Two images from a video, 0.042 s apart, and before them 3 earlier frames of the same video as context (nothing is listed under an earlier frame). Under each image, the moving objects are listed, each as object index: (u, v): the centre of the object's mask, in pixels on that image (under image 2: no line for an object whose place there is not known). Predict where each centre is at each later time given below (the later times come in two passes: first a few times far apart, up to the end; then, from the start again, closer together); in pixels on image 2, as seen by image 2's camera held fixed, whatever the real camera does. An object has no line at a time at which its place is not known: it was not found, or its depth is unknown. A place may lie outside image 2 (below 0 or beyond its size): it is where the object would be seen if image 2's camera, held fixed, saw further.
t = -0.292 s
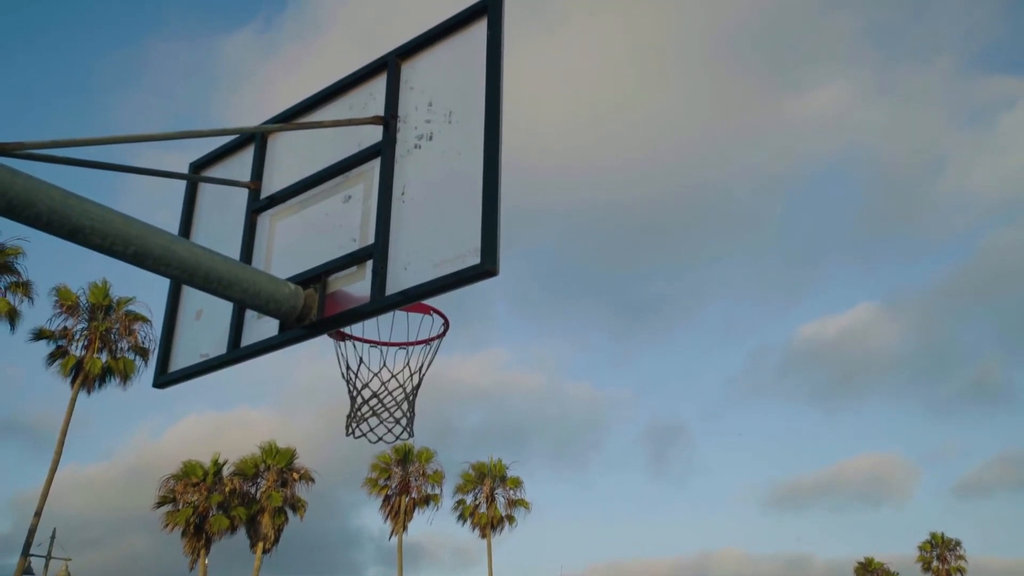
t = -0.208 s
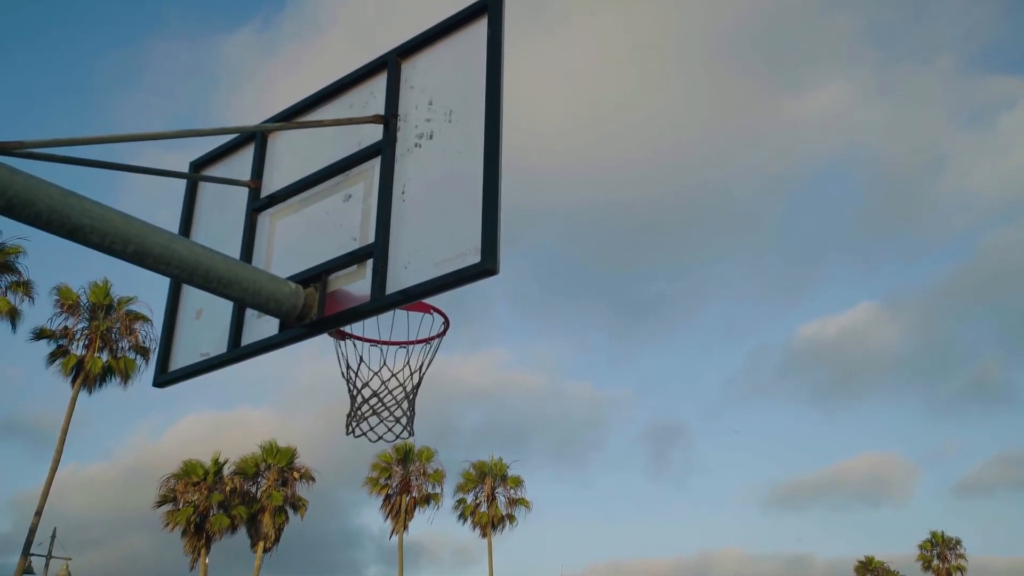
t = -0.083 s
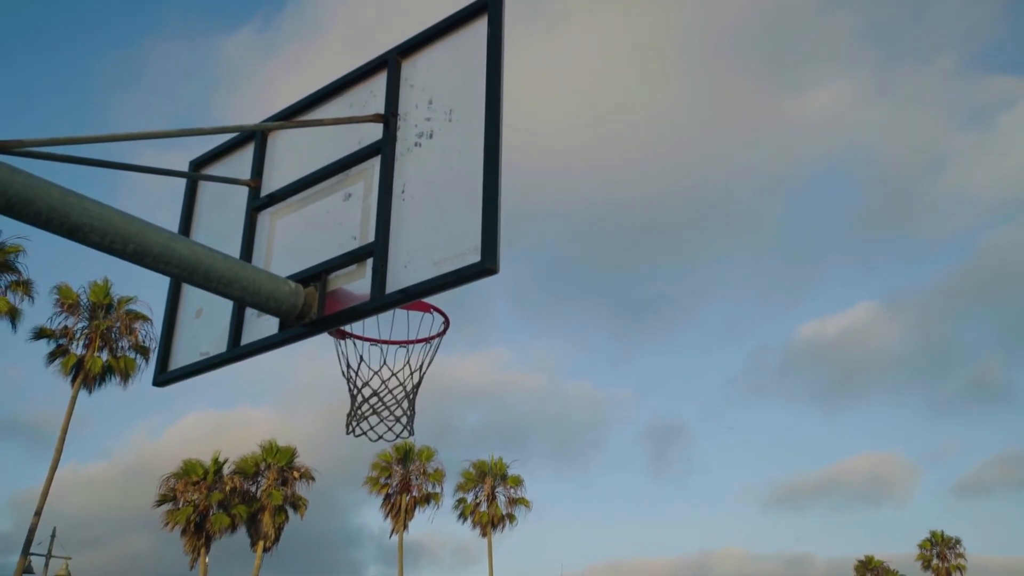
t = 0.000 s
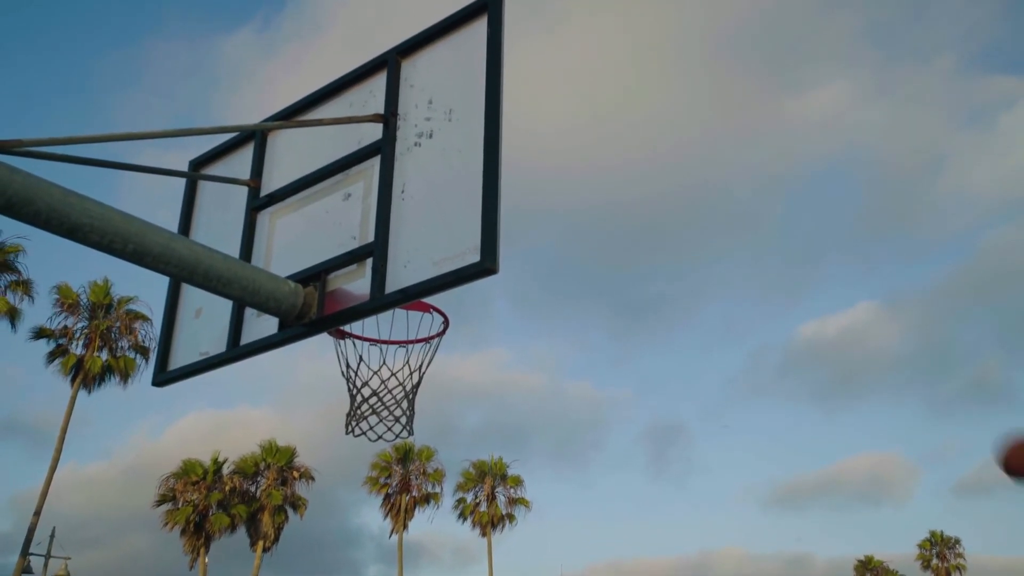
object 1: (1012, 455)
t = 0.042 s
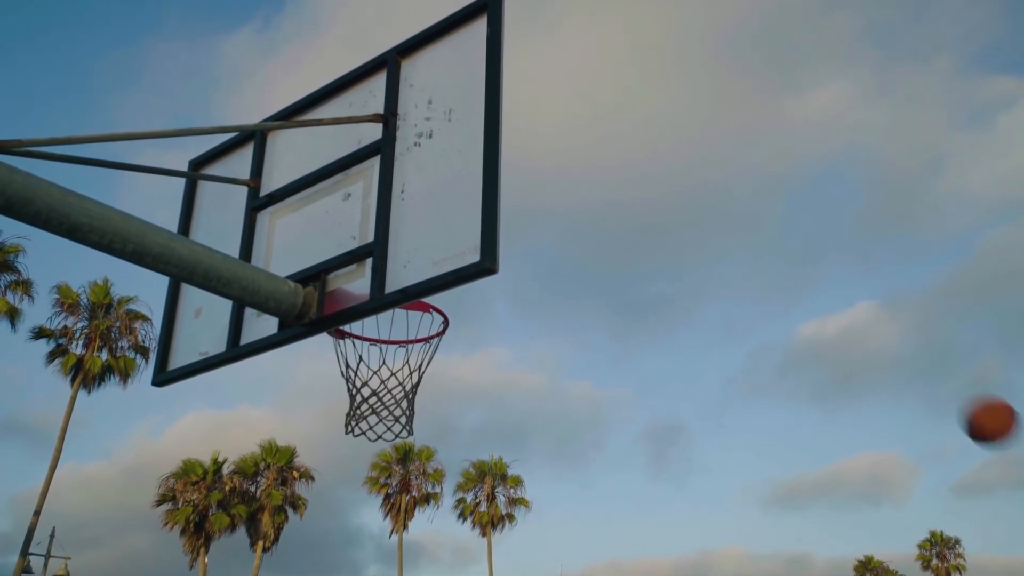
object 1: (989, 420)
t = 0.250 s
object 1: (824, 290)
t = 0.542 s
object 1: (603, 241)
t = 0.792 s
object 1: (393, 325)
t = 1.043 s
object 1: (412, 326)
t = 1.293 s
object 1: (361, 342)
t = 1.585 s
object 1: (395, 384)
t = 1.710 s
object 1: (399, 416)
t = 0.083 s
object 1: (956, 388)
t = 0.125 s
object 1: (922, 359)
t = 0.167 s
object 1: (889, 333)
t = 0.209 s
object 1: (856, 310)
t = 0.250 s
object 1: (824, 290)
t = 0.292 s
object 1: (793, 274)
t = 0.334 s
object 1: (763, 261)
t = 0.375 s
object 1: (731, 251)
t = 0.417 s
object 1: (700, 244)
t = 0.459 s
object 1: (668, 240)
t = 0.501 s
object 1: (636, 239)
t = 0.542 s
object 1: (603, 241)
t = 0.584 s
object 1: (570, 247)
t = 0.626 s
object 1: (536, 256)
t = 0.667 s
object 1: (505, 273)
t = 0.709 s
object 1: (465, 297)
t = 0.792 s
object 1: (393, 325)
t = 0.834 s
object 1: (365, 331)
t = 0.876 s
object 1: (375, 326)
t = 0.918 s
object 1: (382, 323)
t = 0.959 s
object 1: (394, 322)
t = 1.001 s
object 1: (409, 324)
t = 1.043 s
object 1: (412, 326)
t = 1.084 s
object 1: (407, 328)
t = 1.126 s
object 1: (399, 331)
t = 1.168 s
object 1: (385, 334)
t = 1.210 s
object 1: (372, 337)
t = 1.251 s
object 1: (362, 340)
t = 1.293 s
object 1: (361, 342)
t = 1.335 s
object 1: (361, 347)
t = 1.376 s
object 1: (361, 354)
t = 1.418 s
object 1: (368, 359)
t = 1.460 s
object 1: (376, 365)
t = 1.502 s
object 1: (383, 370)
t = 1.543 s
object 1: (390, 376)
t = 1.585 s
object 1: (395, 384)
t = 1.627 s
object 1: (399, 393)
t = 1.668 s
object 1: (400, 404)
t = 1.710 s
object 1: (399, 416)
